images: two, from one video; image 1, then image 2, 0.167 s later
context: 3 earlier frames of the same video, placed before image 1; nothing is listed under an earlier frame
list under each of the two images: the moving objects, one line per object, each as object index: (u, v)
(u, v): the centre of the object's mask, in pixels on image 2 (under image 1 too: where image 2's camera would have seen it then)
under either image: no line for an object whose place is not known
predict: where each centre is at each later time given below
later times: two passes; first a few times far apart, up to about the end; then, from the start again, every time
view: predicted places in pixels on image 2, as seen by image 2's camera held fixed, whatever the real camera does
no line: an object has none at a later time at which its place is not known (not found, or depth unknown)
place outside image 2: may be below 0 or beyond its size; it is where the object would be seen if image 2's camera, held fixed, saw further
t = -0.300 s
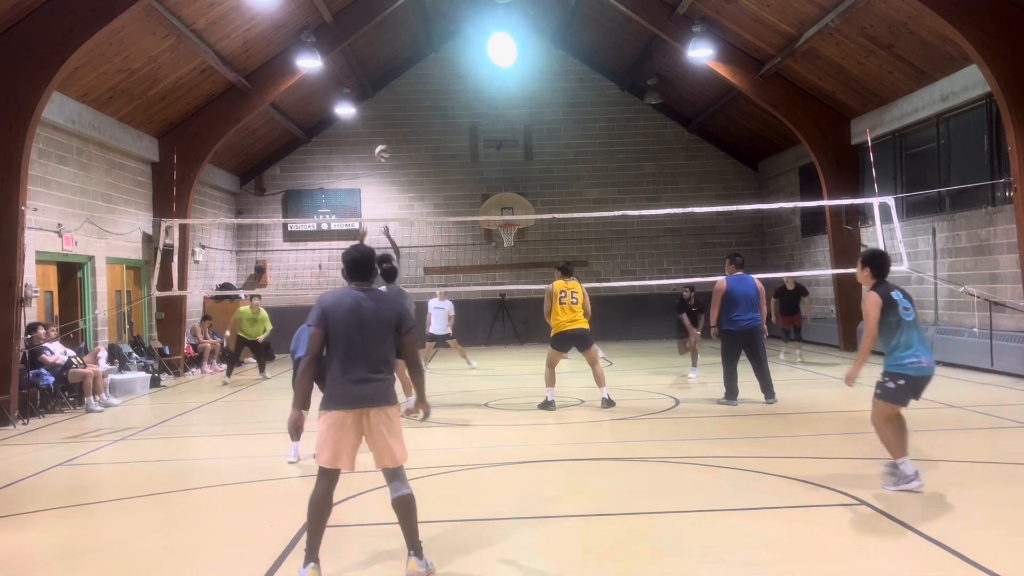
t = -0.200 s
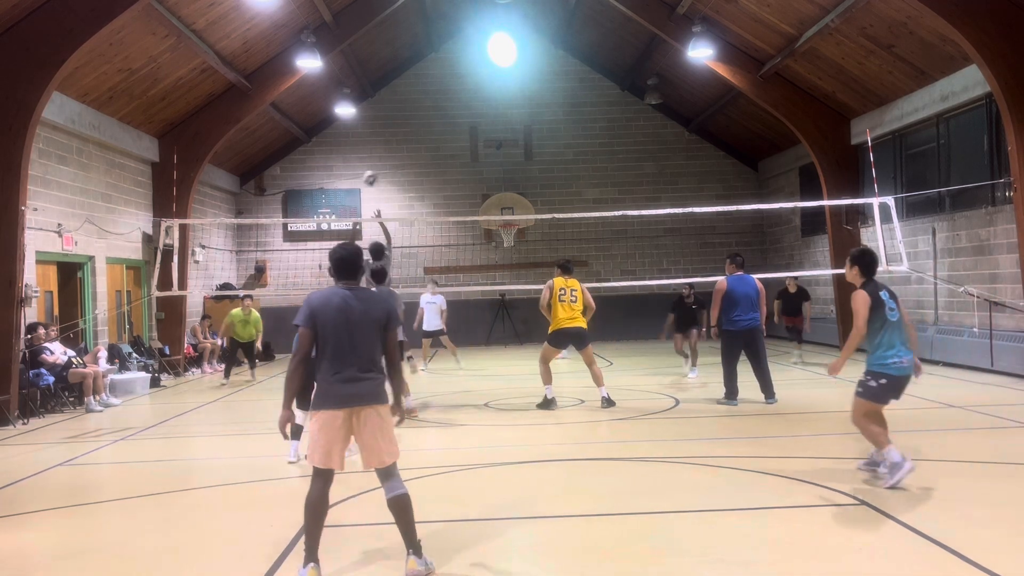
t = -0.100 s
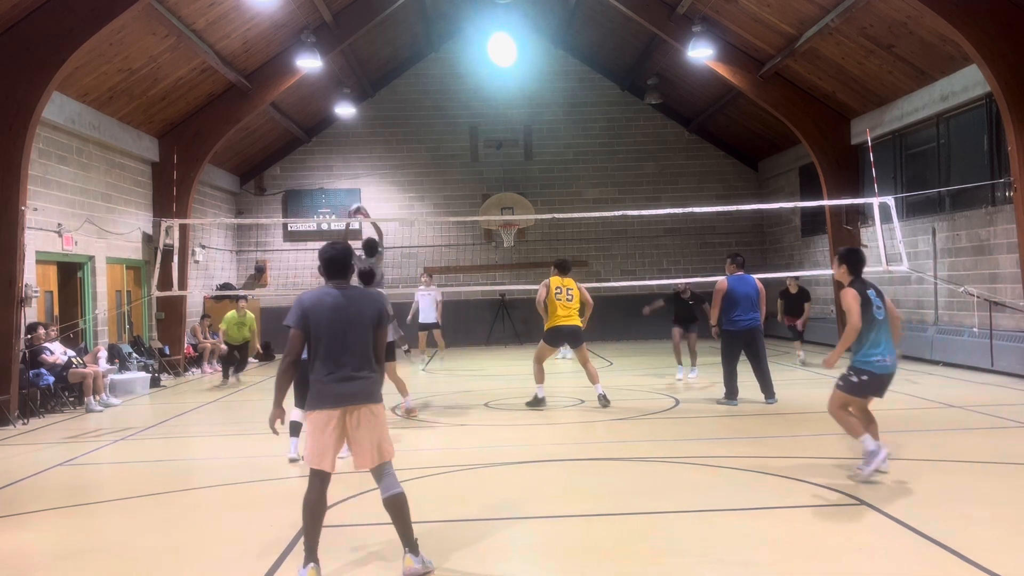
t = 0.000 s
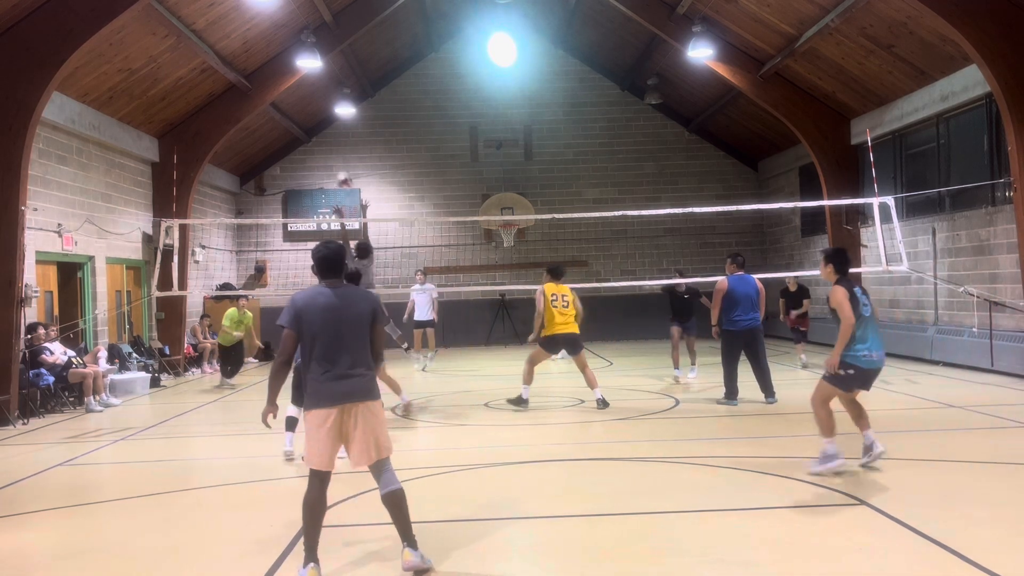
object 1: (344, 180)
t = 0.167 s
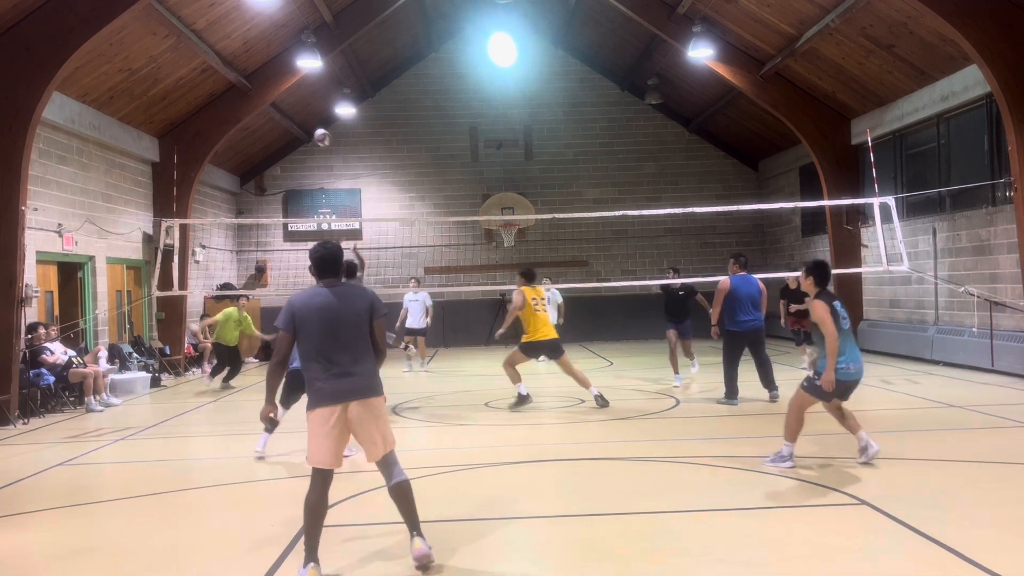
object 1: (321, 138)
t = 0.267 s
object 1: (310, 122)
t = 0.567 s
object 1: (278, 120)
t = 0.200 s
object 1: (318, 132)
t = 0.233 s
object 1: (314, 126)
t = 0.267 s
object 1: (310, 122)
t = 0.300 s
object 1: (306, 119)
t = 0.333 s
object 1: (303, 116)
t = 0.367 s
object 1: (299, 114)
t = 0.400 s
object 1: (295, 113)
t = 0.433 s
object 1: (292, 113)
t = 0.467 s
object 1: (288, 113)
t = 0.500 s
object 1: (285, 115)
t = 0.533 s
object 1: (282, 117)
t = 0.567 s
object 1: (278, 120)
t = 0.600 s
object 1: (275, 123)
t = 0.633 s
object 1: (272, 127)
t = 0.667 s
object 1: (269, 132)
